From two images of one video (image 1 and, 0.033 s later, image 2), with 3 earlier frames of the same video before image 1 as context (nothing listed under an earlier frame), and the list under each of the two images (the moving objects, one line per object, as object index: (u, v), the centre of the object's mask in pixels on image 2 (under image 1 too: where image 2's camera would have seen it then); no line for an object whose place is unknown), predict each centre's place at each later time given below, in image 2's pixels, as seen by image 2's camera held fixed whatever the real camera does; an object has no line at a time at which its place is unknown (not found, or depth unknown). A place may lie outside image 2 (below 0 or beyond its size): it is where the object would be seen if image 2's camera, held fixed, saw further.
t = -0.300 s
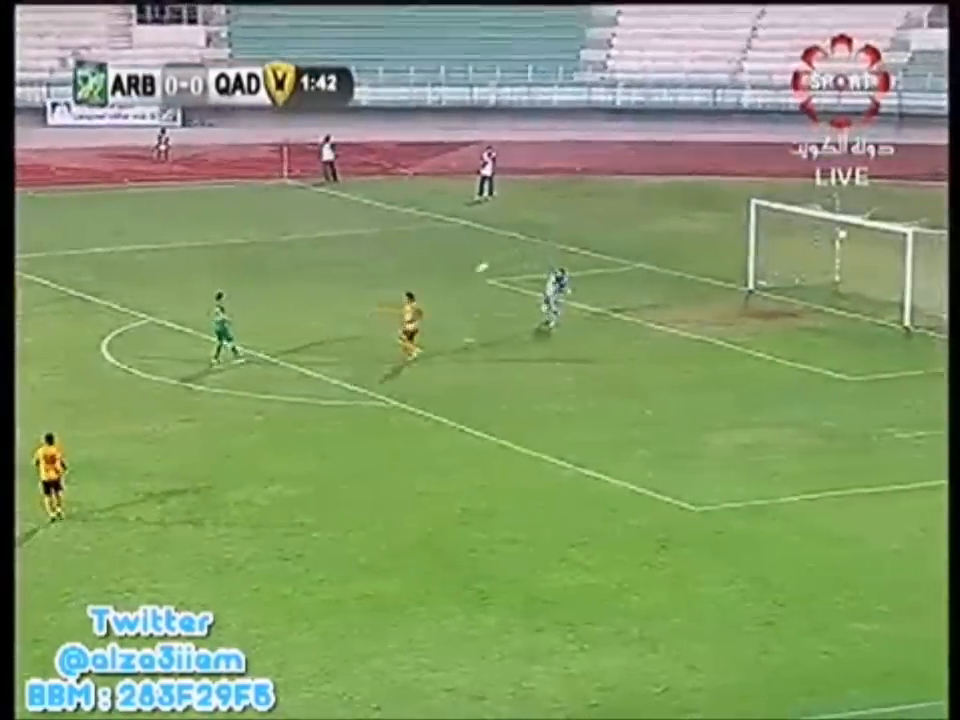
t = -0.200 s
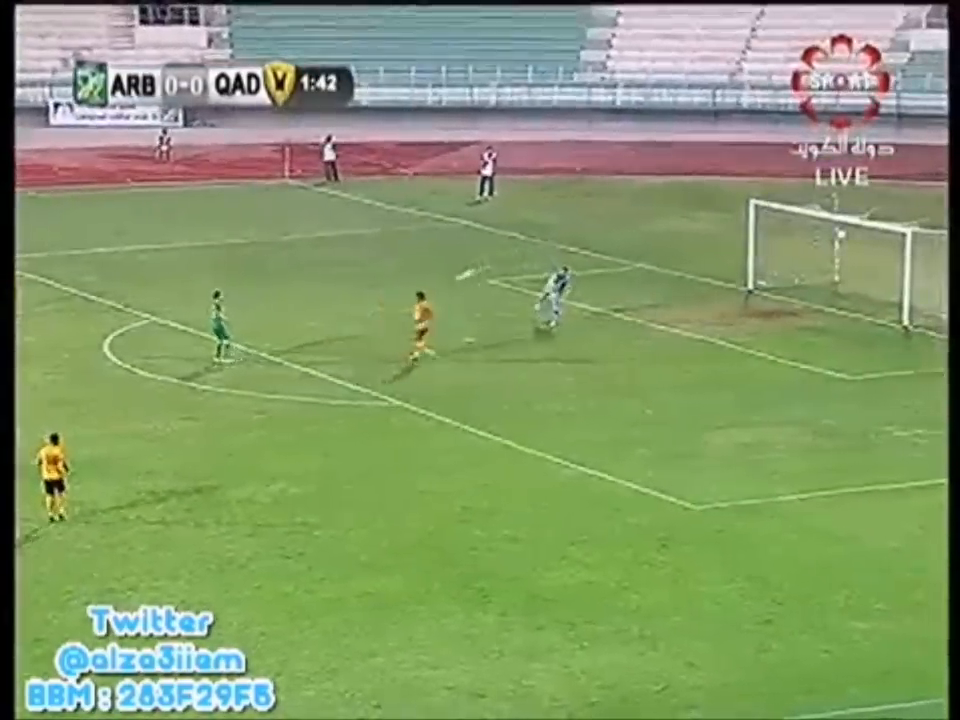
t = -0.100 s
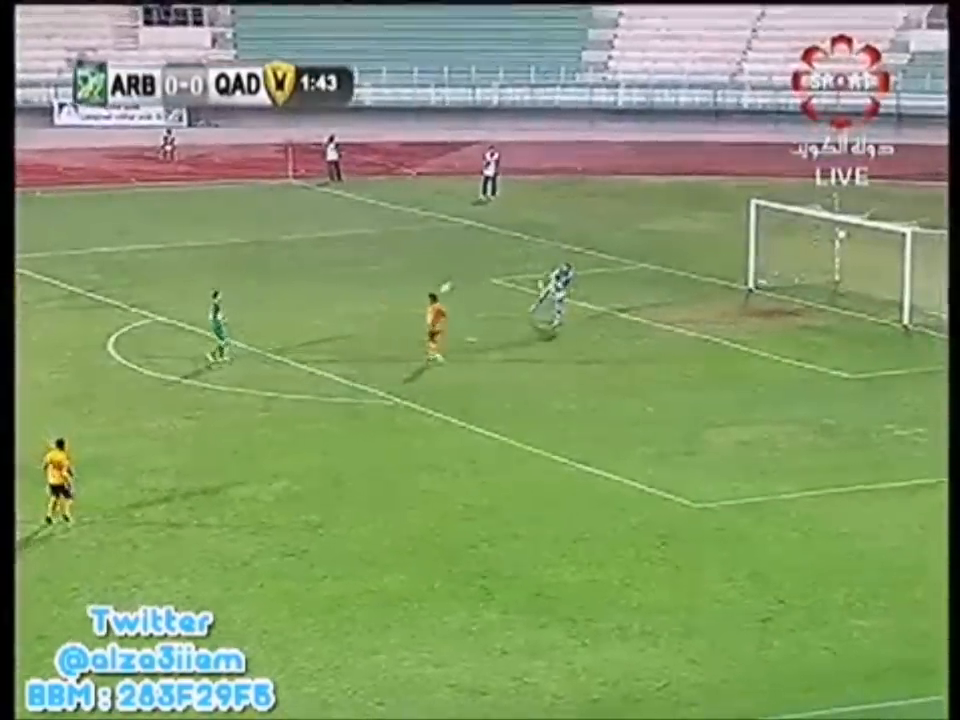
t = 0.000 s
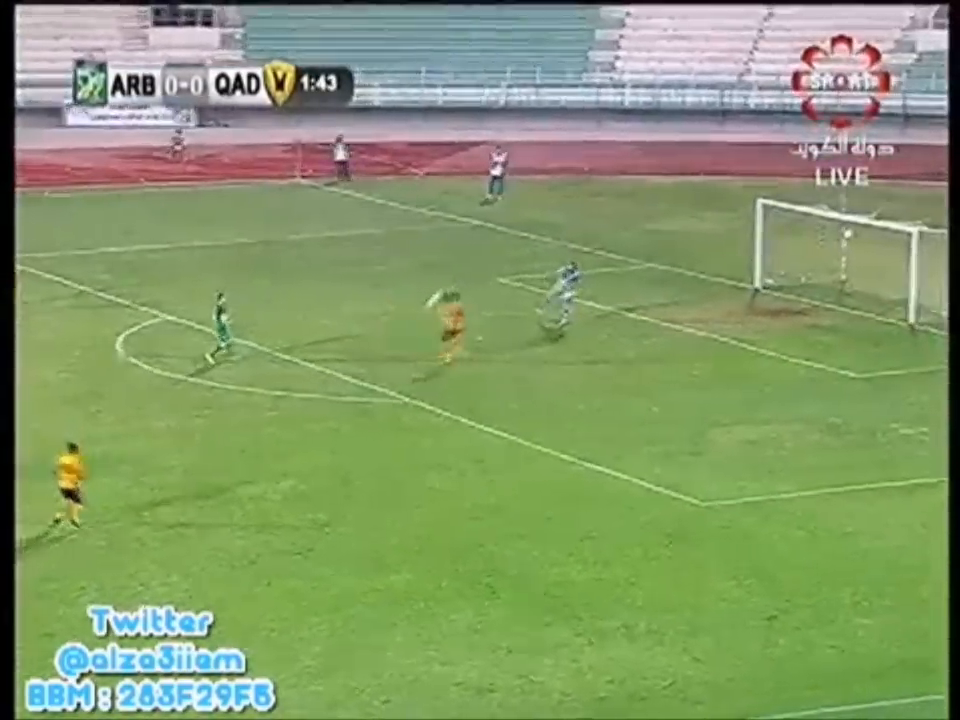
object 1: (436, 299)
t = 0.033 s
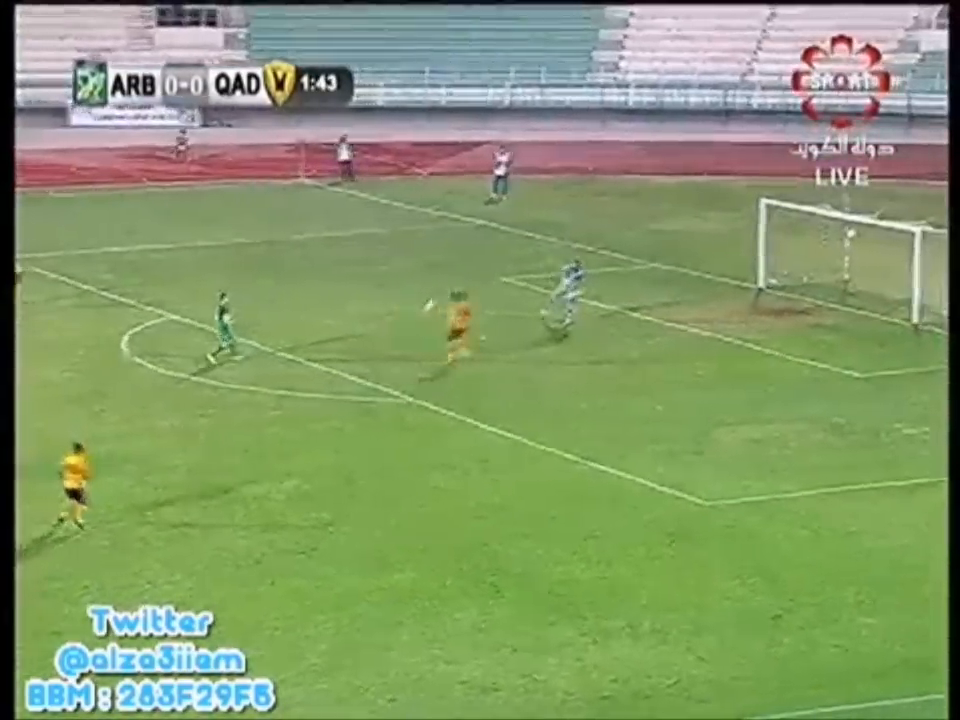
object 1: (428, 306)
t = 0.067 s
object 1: (421, 312)
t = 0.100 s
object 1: (414, 320)
